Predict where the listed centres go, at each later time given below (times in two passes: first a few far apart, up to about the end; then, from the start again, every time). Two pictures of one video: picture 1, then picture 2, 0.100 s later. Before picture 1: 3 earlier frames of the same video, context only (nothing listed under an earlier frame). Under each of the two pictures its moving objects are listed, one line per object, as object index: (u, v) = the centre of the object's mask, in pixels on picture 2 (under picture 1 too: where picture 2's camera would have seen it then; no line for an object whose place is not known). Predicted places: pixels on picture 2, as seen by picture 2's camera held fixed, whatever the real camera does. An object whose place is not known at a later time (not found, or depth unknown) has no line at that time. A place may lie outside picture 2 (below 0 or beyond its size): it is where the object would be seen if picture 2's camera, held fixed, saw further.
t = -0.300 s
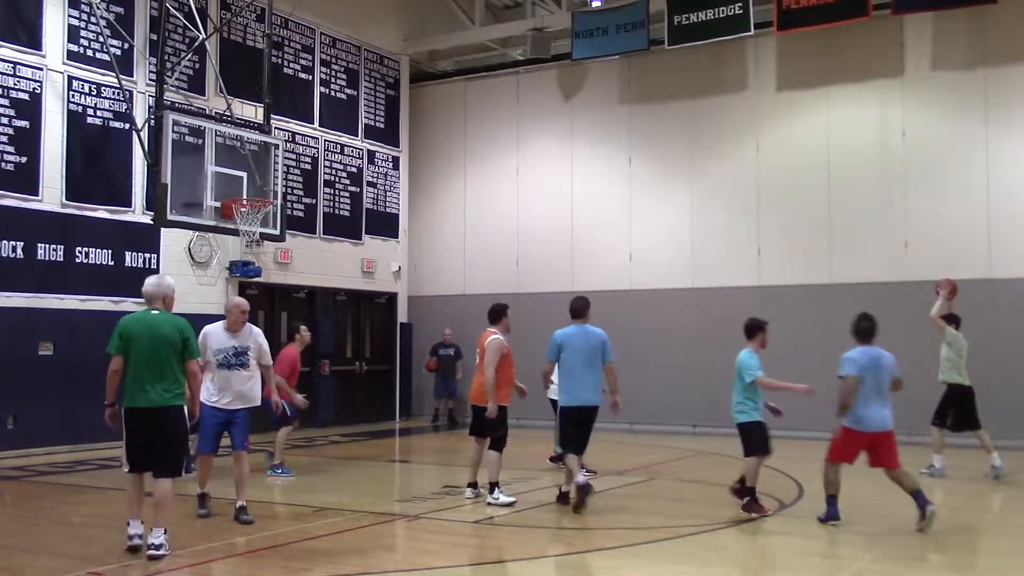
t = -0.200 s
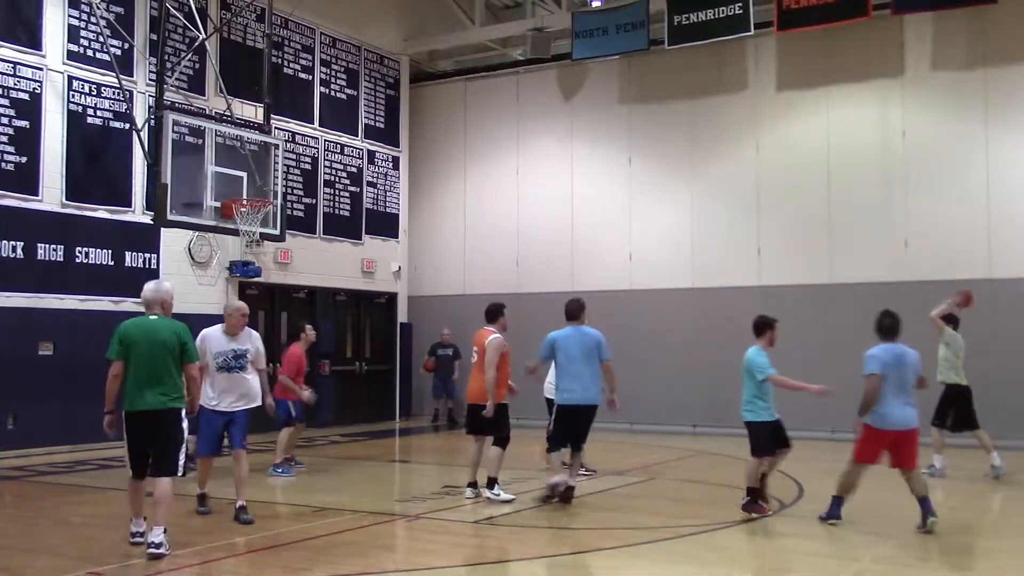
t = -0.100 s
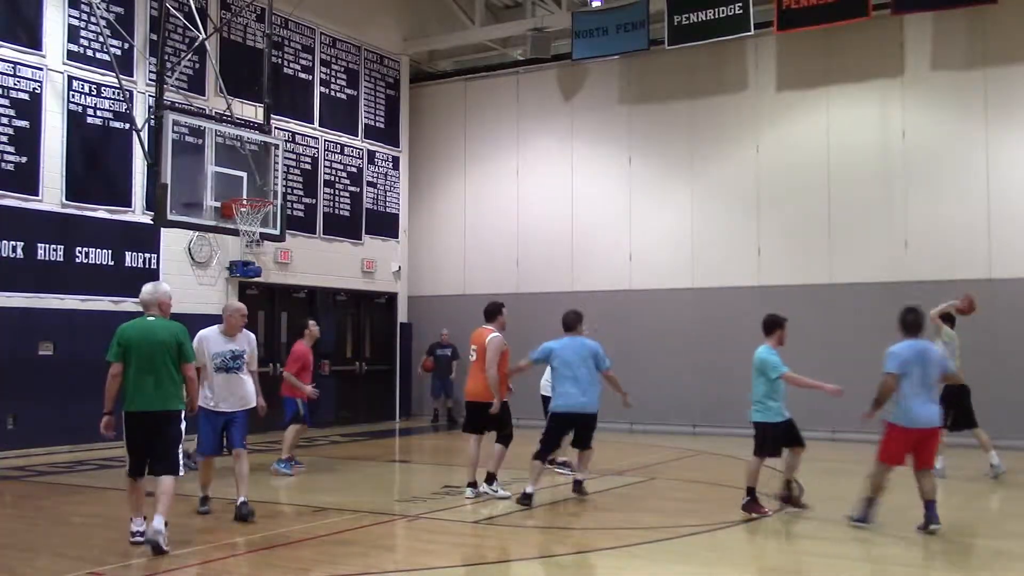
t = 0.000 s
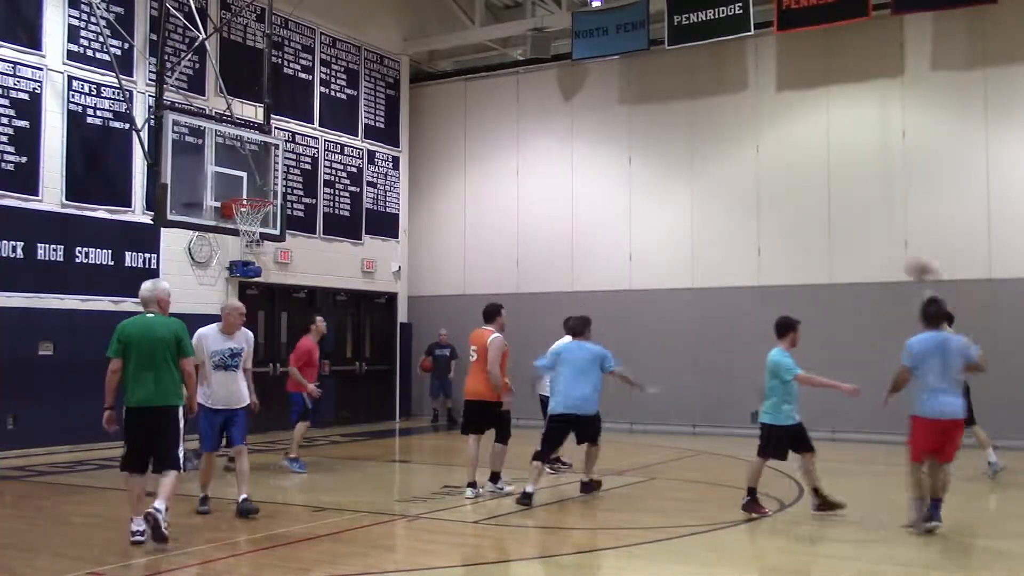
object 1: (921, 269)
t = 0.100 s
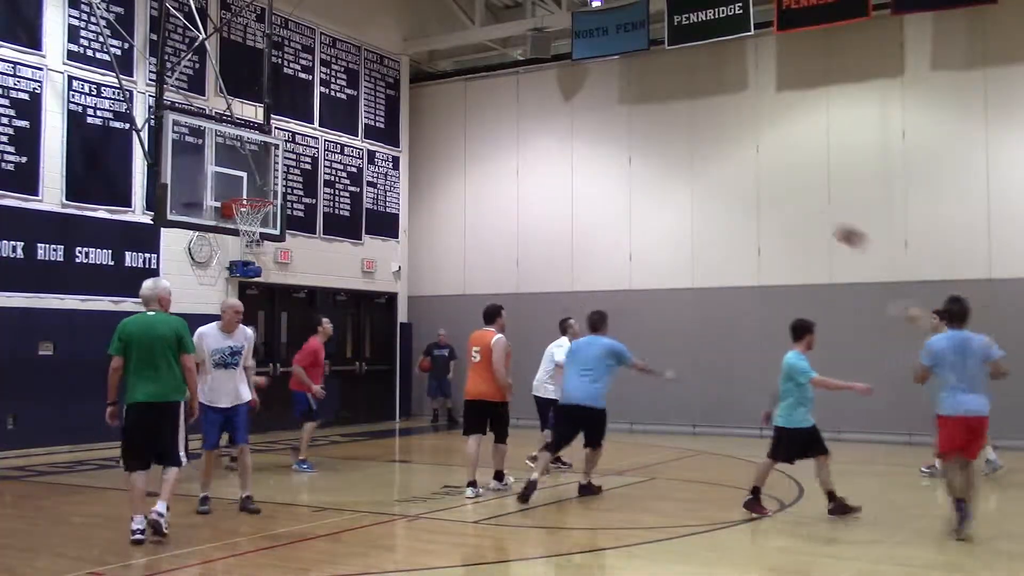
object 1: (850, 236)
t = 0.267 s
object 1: (735, 198)
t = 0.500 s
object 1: (587, 185)
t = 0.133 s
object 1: (827, 227)
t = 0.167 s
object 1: (804, 219)
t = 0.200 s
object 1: (780, 211)
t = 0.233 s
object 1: (757, 204)
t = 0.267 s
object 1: (735, 198)
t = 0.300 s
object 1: (713, 194)
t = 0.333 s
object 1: (691, 190)
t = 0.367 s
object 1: (669, 187)
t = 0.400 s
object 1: (648, 186)
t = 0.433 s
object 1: (628, 185)
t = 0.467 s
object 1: (606, 185)
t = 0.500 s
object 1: (587, 185)
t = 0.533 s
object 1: (567, 188)
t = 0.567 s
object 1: (546, 190)
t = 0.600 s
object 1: (526, 194)
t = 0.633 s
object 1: (507, 198)
